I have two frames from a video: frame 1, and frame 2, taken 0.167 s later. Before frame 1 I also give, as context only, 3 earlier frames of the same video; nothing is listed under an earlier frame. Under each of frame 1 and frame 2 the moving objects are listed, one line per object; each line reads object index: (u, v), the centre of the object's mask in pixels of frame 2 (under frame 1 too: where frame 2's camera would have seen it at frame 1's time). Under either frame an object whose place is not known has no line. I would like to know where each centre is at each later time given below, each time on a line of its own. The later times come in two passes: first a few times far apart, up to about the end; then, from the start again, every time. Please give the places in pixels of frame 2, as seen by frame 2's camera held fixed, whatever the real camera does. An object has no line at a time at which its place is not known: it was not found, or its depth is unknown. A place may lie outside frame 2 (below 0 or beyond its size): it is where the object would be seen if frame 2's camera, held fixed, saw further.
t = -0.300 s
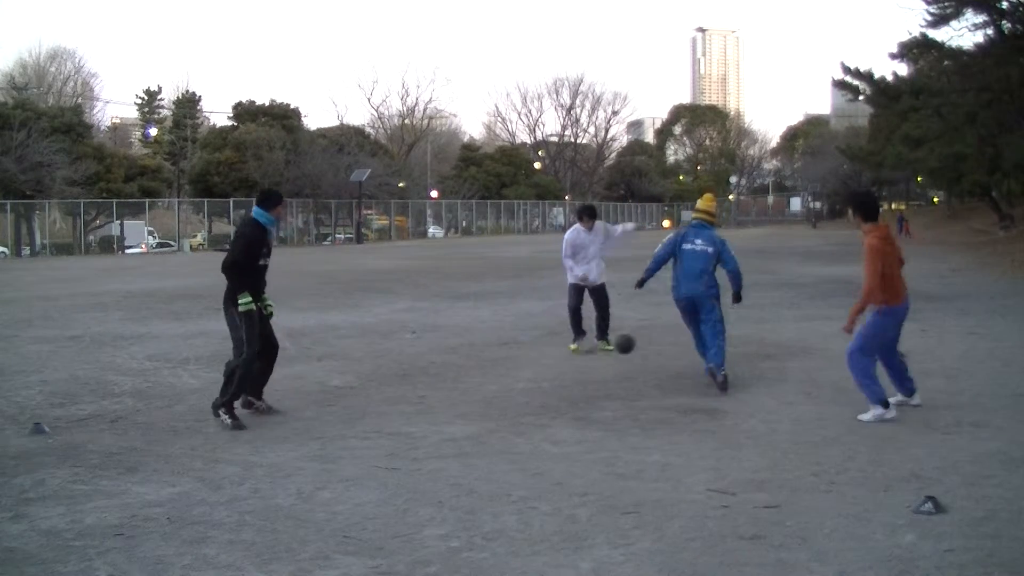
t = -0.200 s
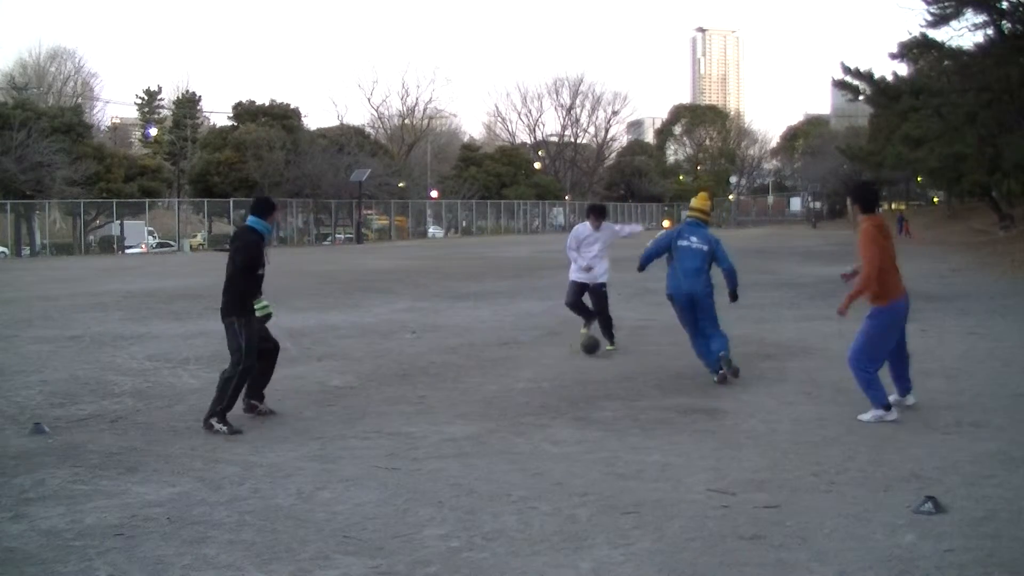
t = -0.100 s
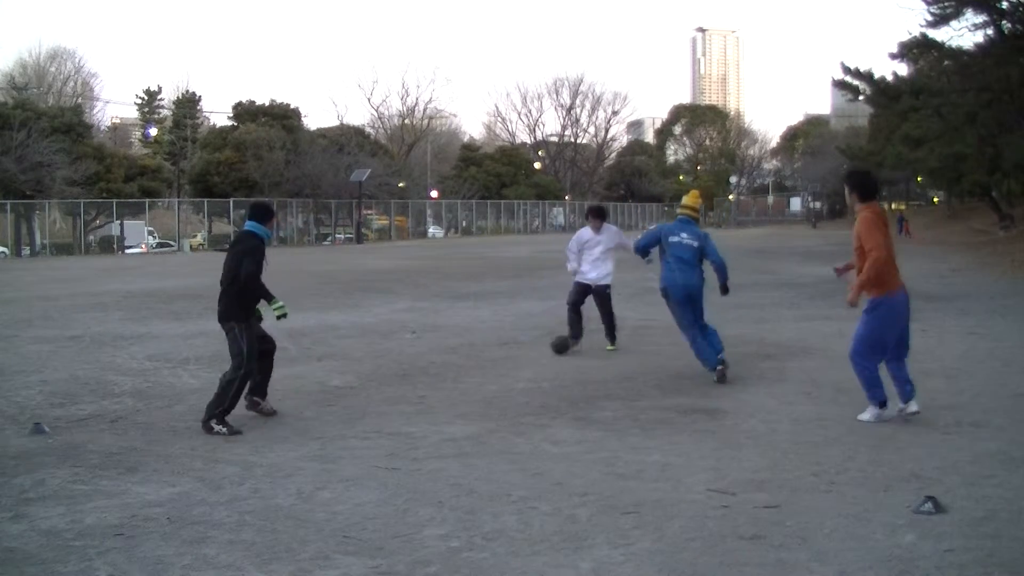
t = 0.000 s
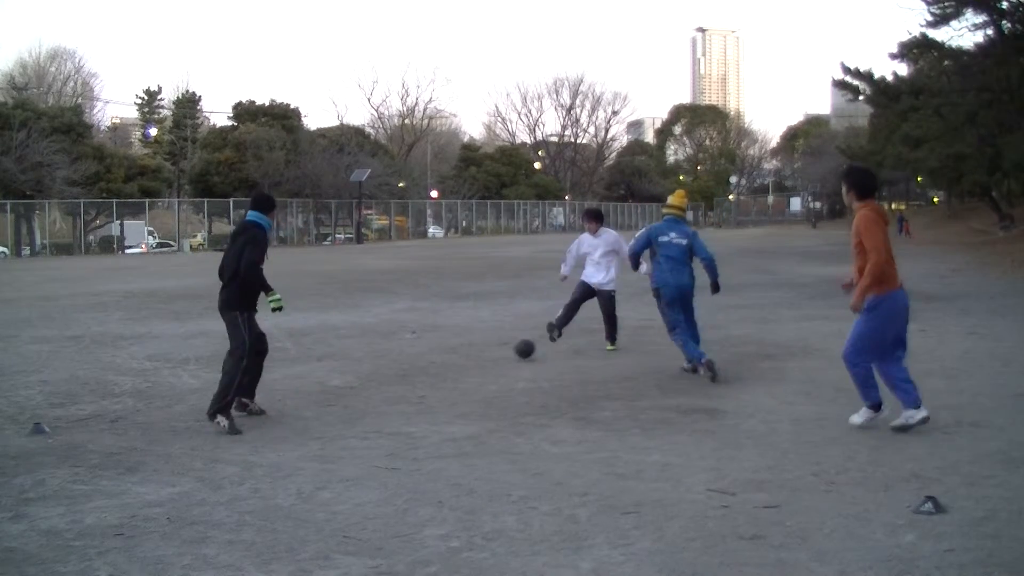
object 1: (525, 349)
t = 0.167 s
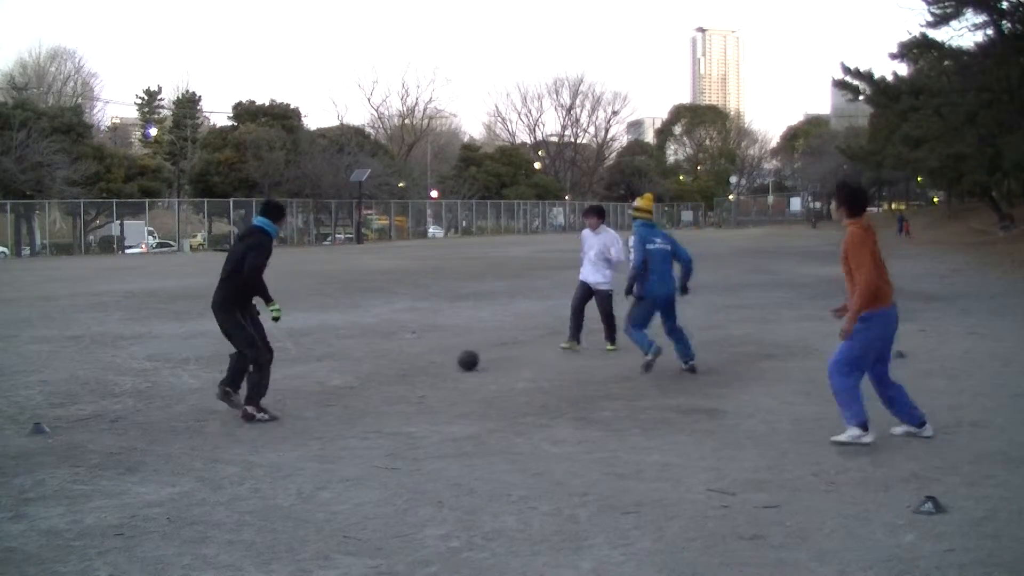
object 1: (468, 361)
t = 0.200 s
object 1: (458, 362)
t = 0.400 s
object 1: (403, 371)
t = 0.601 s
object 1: (351, 380)
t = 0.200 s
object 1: (458, 362)
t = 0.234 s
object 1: (448, 363)
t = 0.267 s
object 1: (439, 364)
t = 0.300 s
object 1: (429, 367)
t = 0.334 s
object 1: (420, 367)
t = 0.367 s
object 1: (411, 369)
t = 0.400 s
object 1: (403, 371)
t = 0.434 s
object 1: (394, 372)
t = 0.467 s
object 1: (386, 373)
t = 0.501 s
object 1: (377, 375)
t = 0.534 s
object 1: (369, 376)
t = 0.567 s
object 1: (360, 378)
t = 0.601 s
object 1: (351, 380)
